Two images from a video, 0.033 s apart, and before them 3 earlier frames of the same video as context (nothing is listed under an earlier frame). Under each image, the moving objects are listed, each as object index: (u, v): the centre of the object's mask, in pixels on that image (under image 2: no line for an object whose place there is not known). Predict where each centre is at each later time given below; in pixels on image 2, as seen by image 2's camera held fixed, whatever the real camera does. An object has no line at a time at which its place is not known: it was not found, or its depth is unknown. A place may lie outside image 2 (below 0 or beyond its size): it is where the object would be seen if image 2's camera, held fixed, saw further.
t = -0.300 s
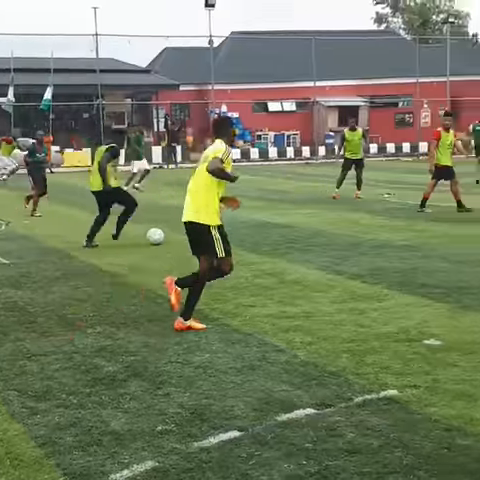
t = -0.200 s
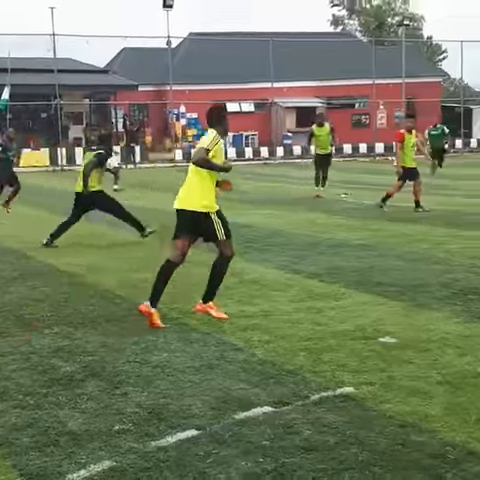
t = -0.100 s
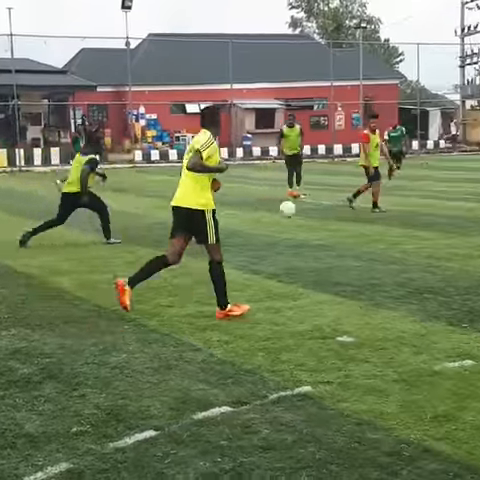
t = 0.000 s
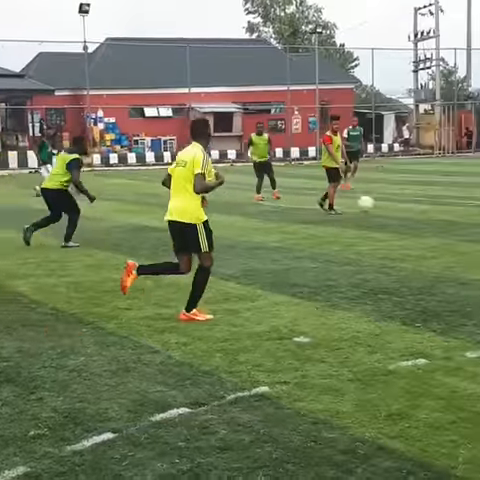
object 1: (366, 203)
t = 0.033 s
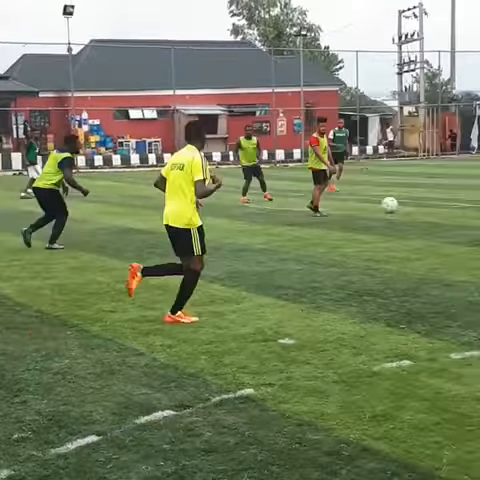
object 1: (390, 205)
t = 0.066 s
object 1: (428, 203)
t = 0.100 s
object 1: (465, 203)
